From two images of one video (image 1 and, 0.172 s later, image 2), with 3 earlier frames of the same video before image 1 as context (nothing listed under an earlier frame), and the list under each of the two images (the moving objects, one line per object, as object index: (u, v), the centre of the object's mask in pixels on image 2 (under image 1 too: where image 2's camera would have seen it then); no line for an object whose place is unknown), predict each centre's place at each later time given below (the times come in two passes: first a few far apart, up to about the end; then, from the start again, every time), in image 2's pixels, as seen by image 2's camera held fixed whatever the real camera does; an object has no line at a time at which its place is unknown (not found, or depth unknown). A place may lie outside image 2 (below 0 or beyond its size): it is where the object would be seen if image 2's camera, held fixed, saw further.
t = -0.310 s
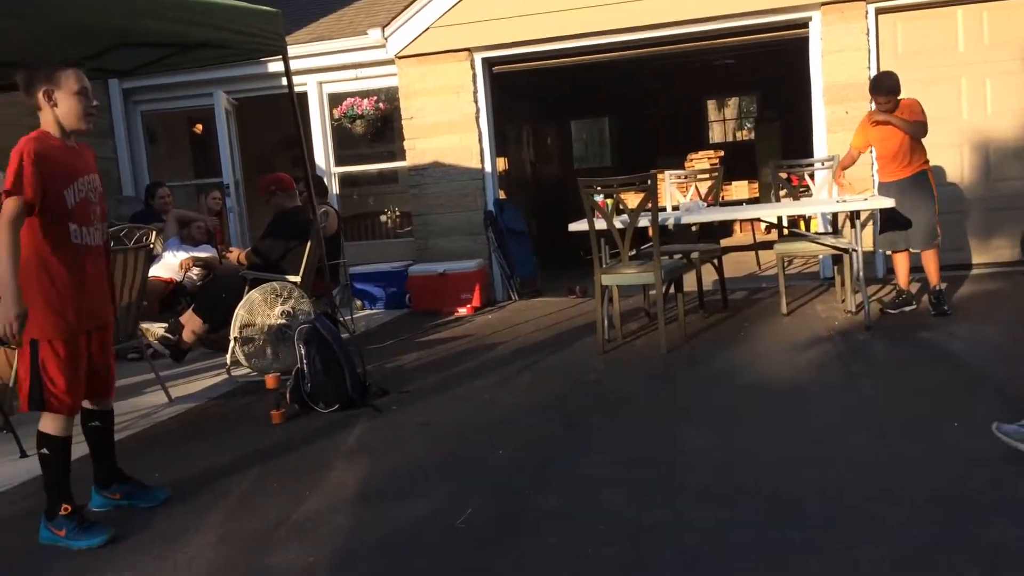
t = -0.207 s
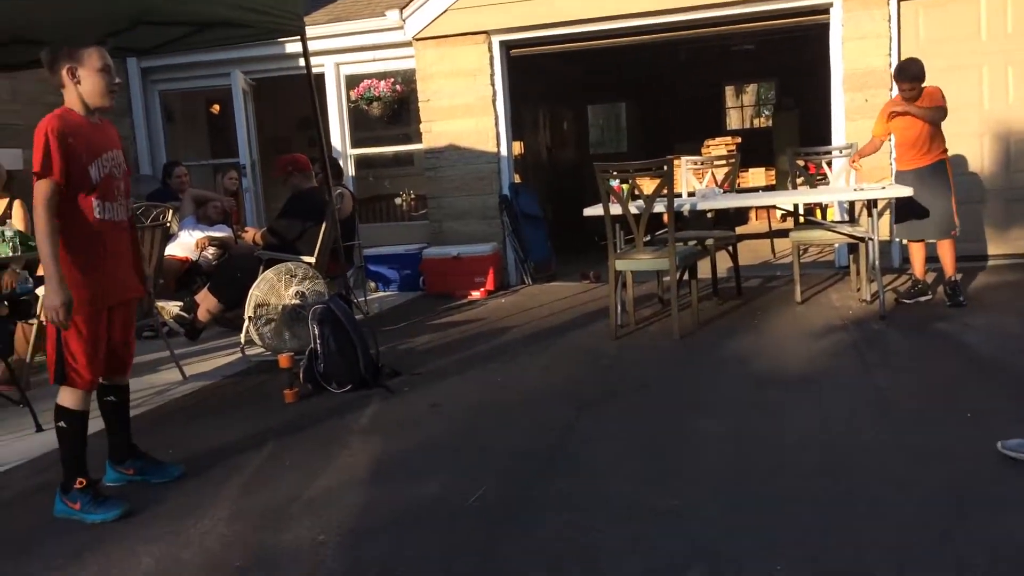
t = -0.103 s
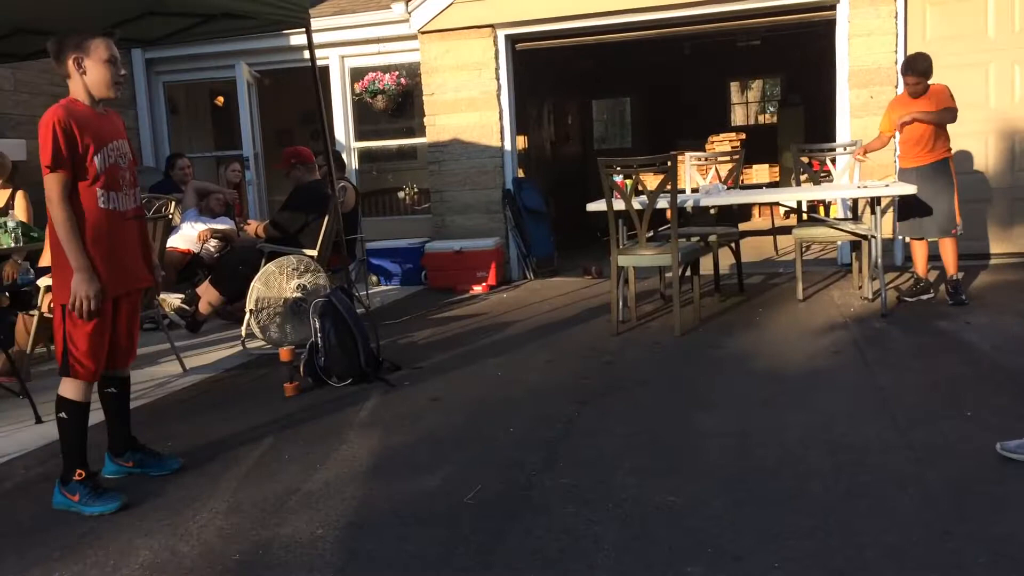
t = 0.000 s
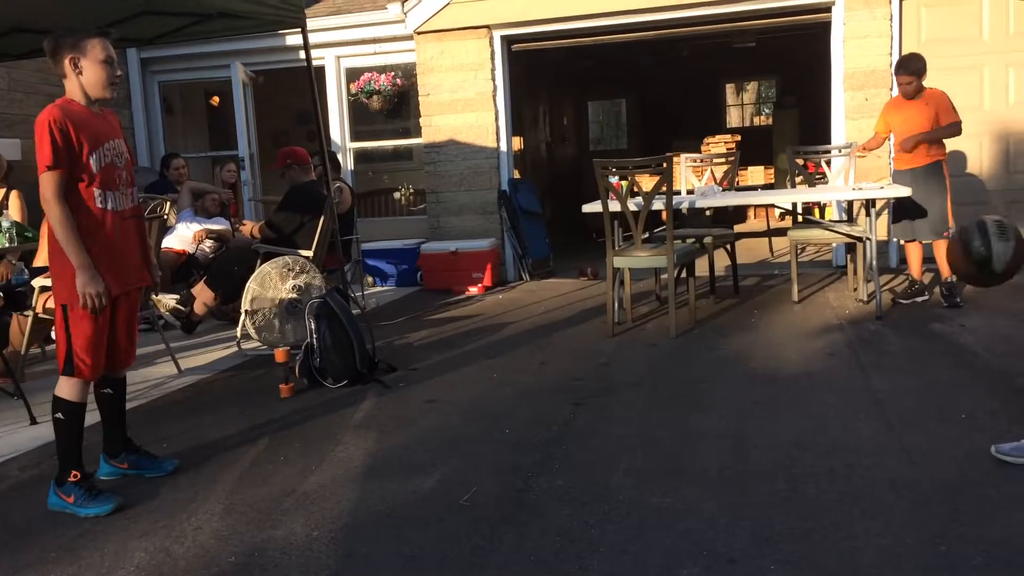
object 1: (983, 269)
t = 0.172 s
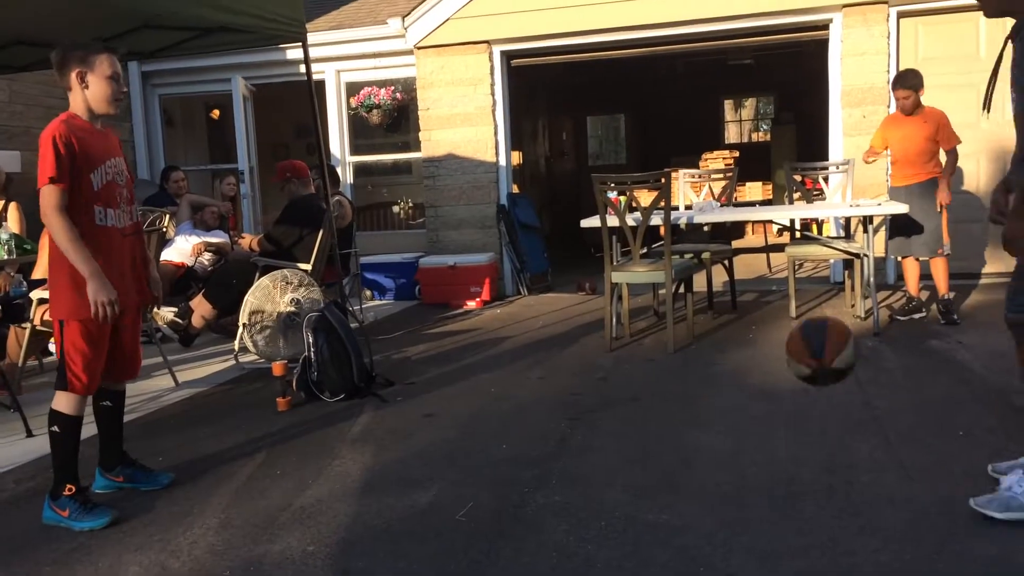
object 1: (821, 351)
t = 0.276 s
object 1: (734, 424)
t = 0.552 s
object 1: (547, 345)
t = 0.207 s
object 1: (791, 376)
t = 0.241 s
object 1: (761, 404)
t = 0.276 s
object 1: (734, 424)
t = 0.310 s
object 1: (709, 404)
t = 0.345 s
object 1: (685, 386)
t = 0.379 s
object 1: (662, 372)
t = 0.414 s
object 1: (639, 361)
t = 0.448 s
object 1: (616, 353)
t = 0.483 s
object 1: (592, 347)
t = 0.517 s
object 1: (569, 345)
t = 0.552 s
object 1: (547, 345)
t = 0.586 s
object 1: (524, 349)
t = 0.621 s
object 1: (502, 355)
